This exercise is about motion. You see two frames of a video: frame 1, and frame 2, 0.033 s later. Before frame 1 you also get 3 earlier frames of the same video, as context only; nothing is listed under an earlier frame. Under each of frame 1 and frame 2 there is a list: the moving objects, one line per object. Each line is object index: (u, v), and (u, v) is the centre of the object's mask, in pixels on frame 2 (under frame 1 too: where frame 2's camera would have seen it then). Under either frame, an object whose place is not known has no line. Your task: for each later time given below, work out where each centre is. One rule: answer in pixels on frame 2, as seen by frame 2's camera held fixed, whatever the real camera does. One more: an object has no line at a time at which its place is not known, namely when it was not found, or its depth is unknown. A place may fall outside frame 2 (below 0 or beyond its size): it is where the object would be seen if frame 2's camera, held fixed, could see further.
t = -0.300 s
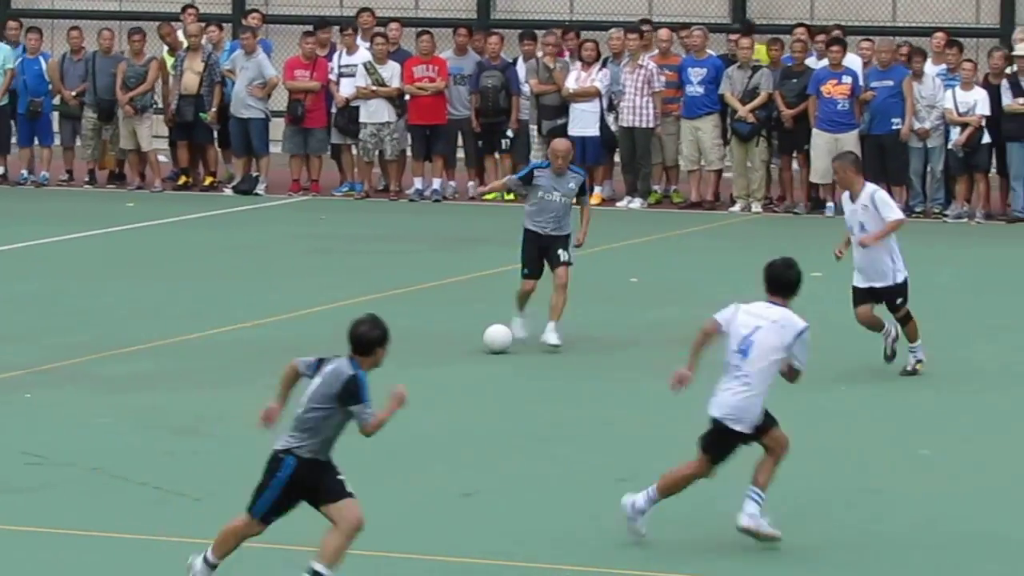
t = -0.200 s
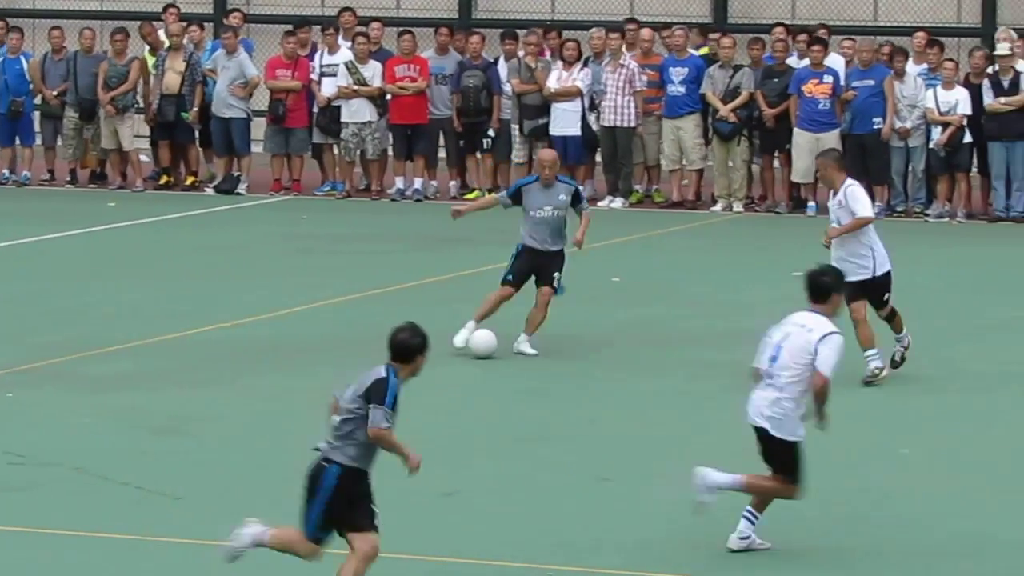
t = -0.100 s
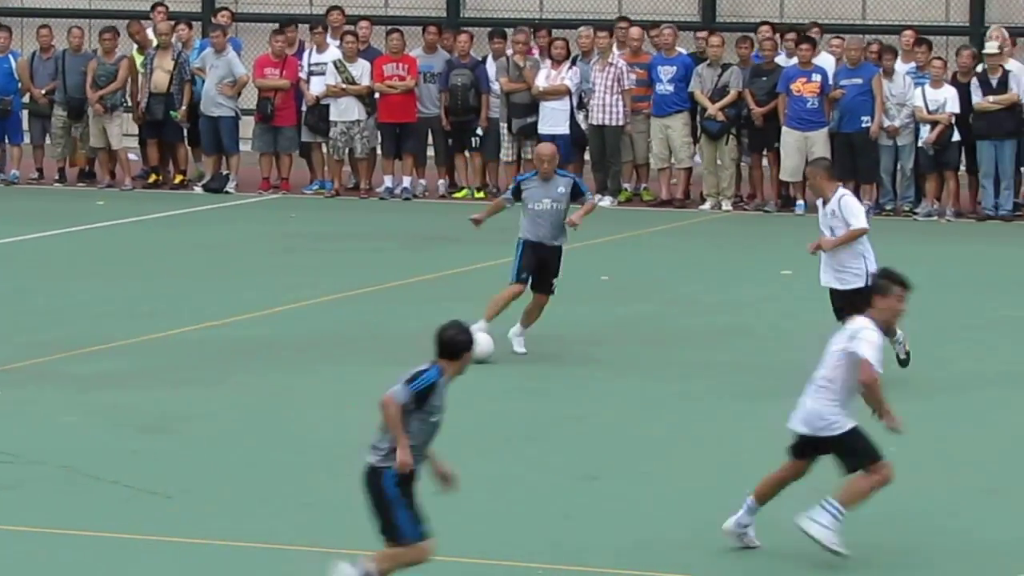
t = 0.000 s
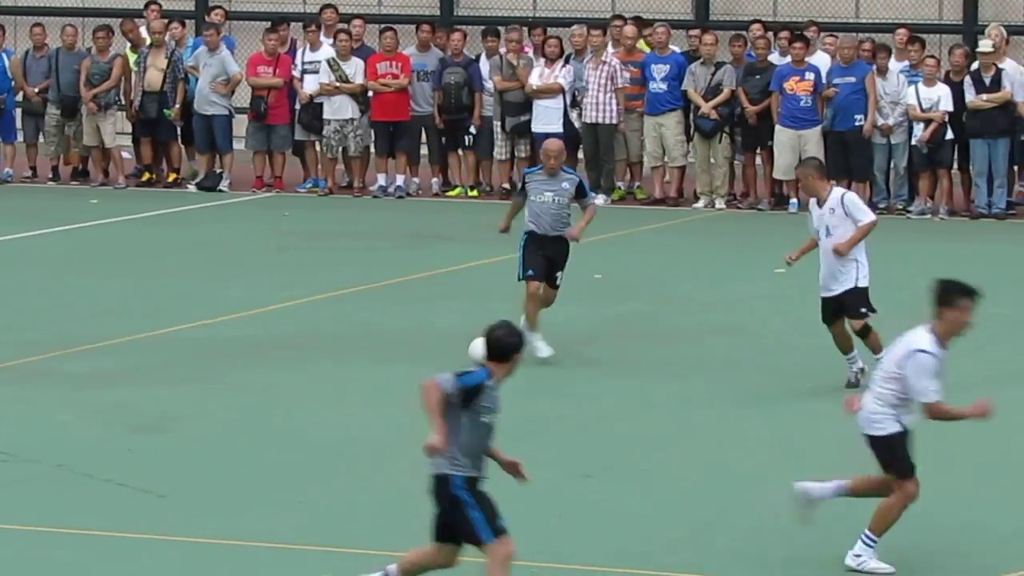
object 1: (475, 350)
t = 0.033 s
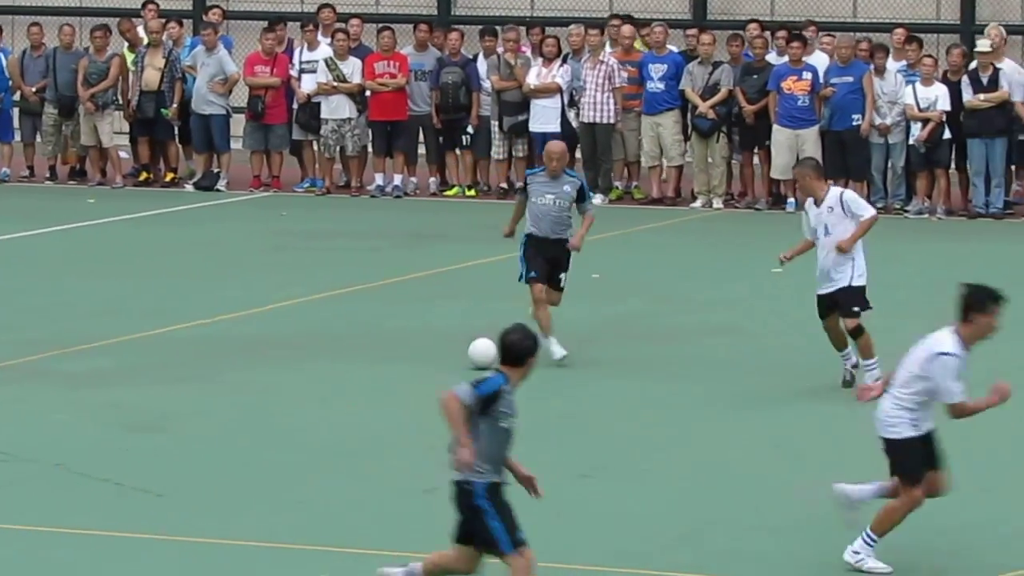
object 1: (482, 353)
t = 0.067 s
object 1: (485, 356)
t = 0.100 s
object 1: (487, 357)
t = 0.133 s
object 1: (489, 359)
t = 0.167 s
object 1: (491, 362)
